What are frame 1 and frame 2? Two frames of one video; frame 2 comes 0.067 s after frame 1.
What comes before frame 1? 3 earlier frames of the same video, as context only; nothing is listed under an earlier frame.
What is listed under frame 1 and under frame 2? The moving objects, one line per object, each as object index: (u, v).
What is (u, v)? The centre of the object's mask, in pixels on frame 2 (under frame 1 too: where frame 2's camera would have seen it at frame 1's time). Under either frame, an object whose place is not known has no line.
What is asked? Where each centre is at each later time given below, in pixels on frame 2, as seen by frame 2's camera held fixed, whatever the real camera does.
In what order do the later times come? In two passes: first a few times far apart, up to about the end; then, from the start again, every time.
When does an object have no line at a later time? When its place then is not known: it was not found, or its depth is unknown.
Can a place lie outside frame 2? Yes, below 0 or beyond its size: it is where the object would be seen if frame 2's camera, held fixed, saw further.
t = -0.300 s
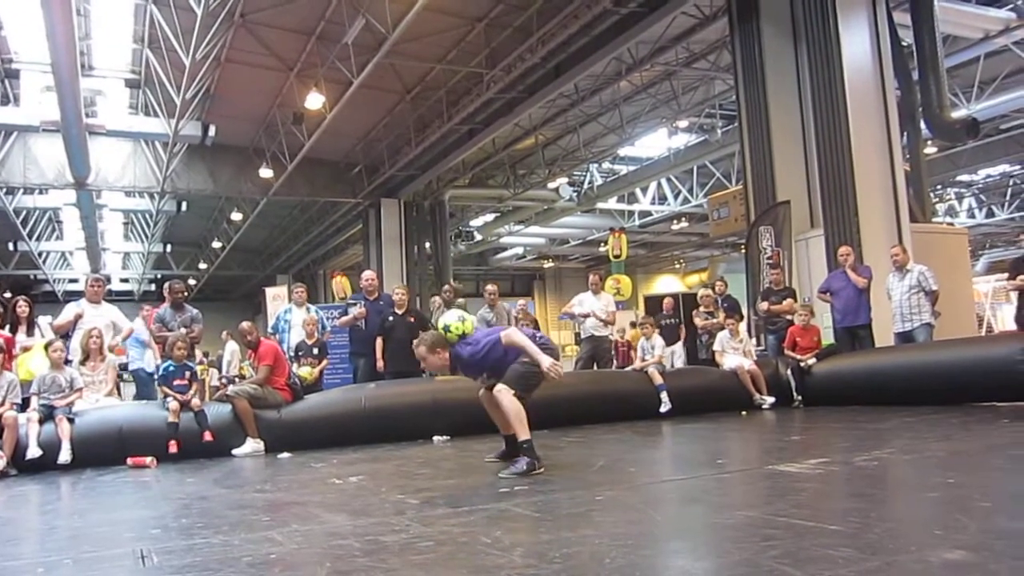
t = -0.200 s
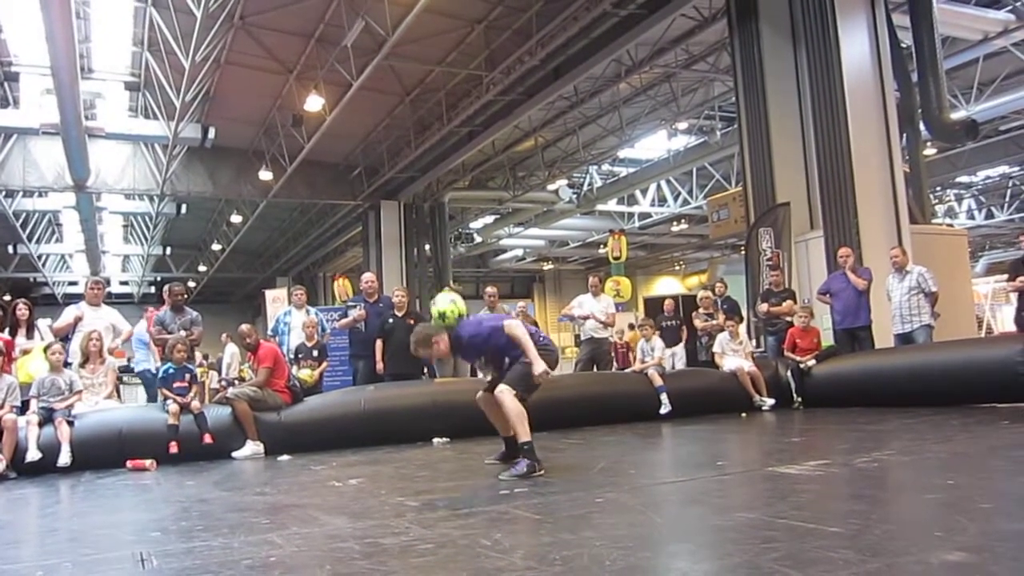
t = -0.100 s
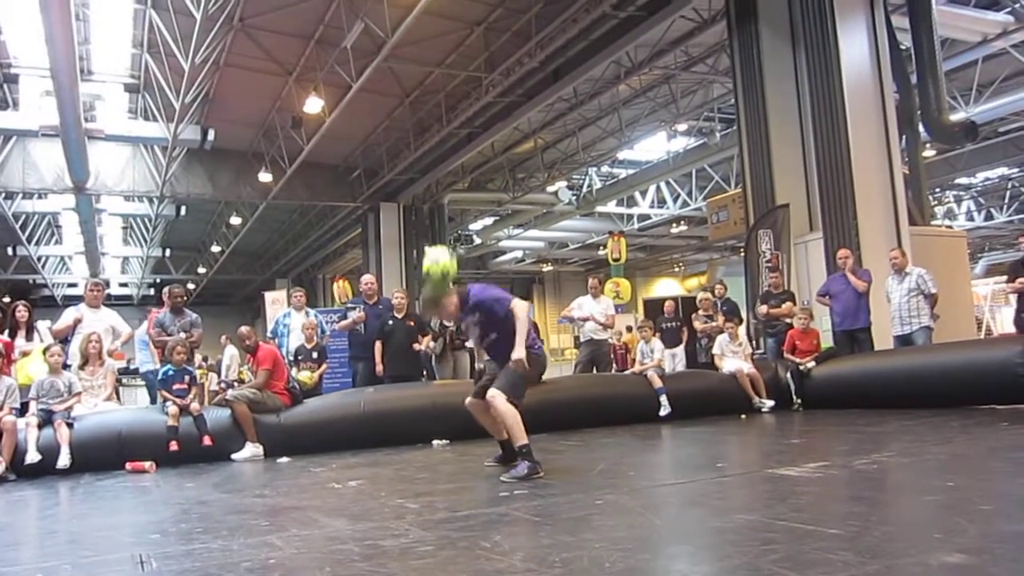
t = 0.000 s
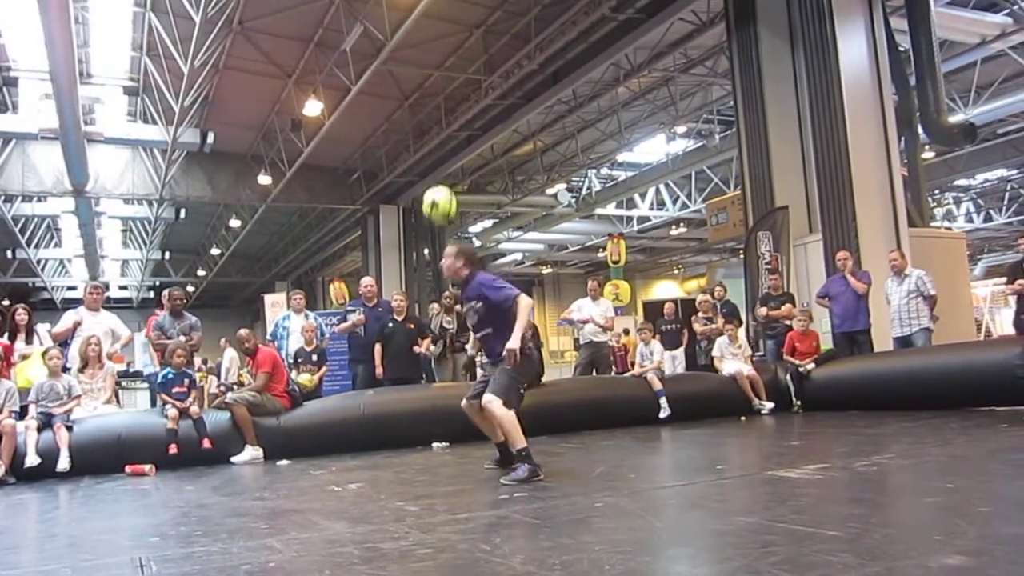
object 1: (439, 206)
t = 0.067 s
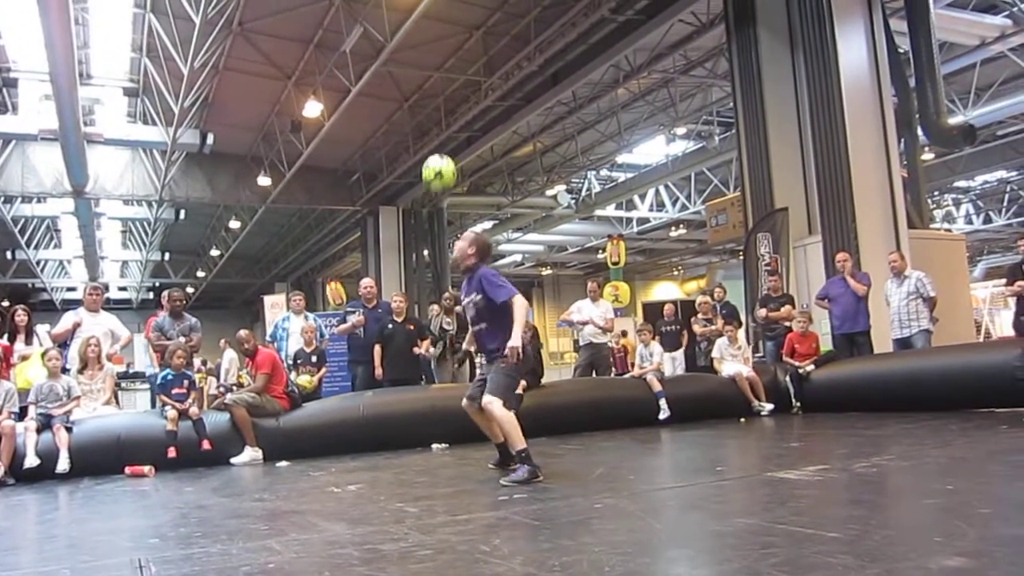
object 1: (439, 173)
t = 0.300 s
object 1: (444, 111)
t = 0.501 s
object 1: (452, 120)
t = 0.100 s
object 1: (439, 158)
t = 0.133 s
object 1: (440, 146)
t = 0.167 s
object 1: (441, 136)
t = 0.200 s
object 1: (442, 127)
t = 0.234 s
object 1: (442, 120)
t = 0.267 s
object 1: (443, 114)
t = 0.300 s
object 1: (444, 111)
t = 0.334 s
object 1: (446, 109)
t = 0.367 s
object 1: (447, 108)
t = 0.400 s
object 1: (448, 108)
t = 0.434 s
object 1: (450, 111)
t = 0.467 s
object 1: (451, 114)
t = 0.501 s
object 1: (452, 120)
